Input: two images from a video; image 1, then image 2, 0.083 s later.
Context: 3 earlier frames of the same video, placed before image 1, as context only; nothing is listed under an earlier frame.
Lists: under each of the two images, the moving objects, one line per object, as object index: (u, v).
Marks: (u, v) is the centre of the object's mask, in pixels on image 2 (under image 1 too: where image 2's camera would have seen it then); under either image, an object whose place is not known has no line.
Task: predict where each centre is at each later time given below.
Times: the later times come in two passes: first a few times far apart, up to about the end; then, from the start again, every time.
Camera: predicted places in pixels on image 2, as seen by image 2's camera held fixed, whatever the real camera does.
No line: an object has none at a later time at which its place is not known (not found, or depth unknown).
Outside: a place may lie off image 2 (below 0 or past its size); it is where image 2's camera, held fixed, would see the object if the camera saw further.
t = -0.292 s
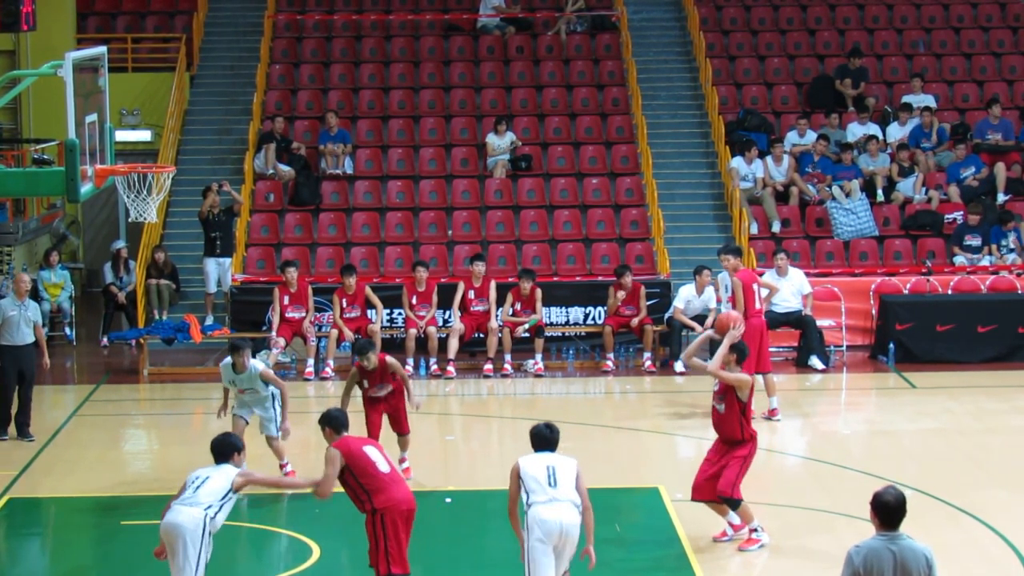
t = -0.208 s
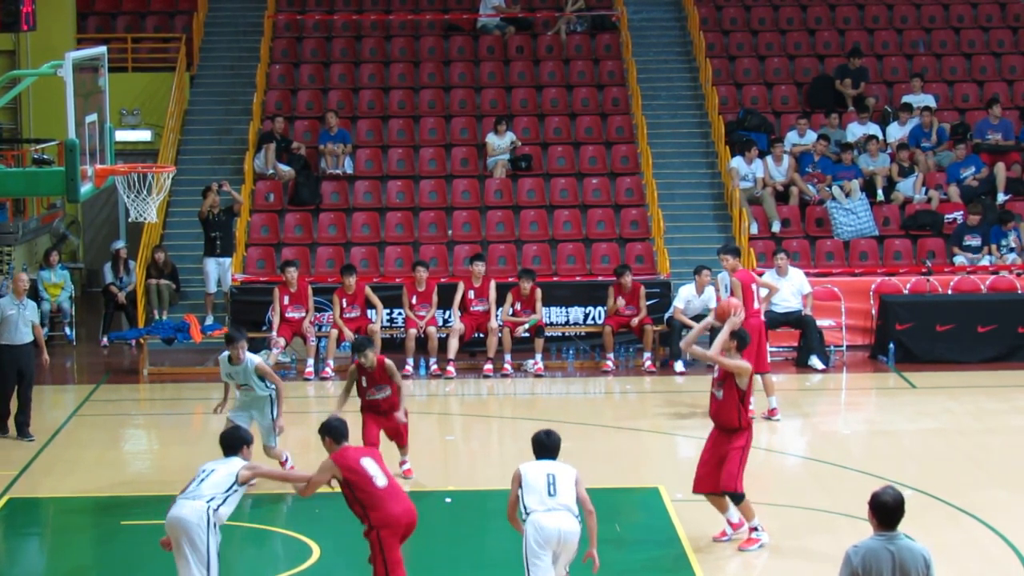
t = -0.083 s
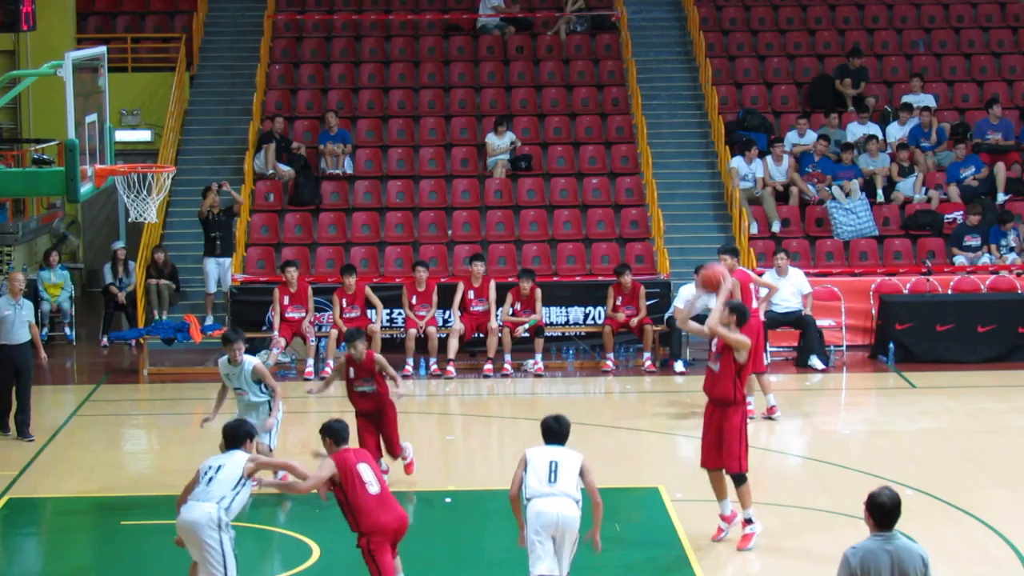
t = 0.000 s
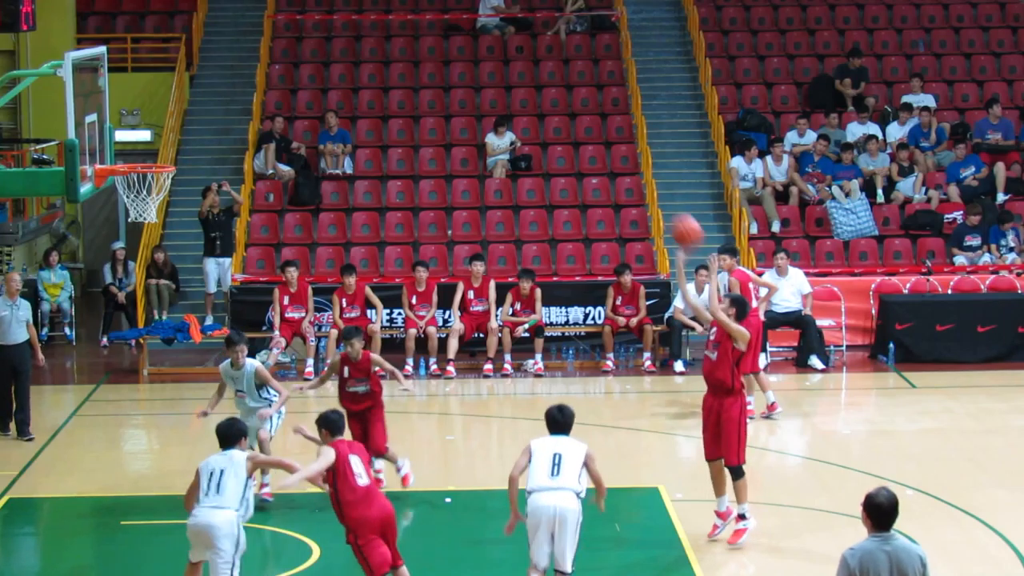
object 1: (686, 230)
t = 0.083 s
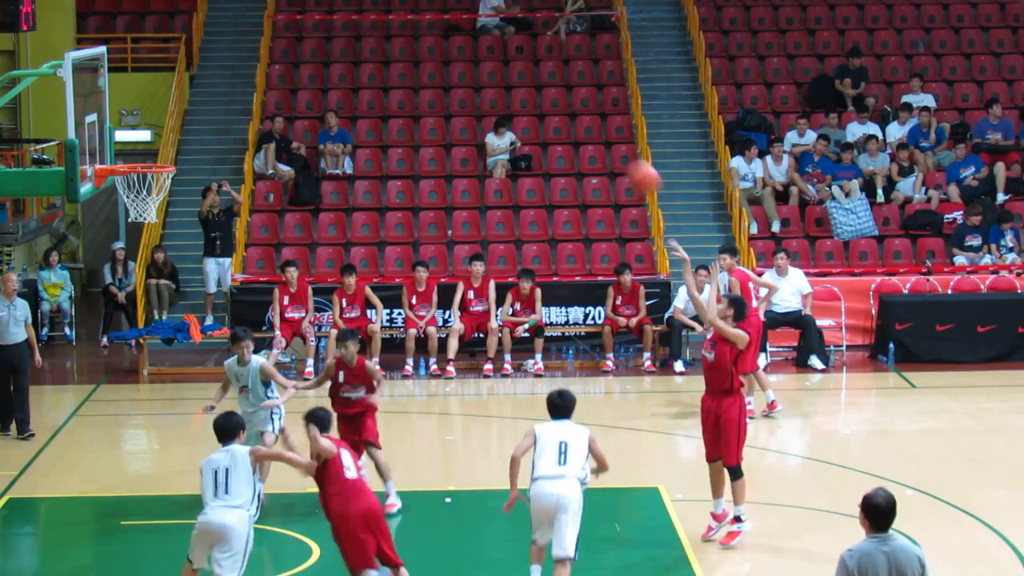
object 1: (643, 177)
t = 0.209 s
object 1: (578, 113)
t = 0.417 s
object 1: (468, 46)
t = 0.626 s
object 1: (360, 32)
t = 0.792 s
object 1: (274, 59)
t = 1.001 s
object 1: (169, 142)
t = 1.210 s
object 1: (120, 199)
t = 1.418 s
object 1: (141, 239)
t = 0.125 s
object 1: (622, 155)
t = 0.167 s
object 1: (600, 132)
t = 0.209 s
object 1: (578, 113)
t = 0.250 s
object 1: (556, 97)
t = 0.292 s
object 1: (534, 79)
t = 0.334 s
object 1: (512, 67)
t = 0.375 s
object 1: (490, 55)
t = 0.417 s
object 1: (468, 46)
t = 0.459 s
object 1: (447, 39)
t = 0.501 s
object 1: (425, 34)
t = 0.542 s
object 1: (403, 31)
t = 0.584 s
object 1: (381, 30)
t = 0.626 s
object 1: (360, 32)
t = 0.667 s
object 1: (338, 35)
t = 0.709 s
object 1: (316, 41)
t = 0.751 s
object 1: (295, 49)
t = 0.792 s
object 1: (274, 59)
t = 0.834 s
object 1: (252, 70)
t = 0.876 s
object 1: (231, 86)
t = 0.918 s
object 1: (210, 102)
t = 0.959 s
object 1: (190, 121)
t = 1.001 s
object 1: (169, 142)
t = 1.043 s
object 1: (147, 158)
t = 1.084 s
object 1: (133, 183)
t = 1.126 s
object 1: (119, 190)
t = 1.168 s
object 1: (118, 196)
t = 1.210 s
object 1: (120, 199)
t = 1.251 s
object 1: (125, 202)
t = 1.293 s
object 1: (128, 209)
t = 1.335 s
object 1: (132, 220)
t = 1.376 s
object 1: (137, 227)
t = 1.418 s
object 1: (141, 239)
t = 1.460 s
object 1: (145, 254)
